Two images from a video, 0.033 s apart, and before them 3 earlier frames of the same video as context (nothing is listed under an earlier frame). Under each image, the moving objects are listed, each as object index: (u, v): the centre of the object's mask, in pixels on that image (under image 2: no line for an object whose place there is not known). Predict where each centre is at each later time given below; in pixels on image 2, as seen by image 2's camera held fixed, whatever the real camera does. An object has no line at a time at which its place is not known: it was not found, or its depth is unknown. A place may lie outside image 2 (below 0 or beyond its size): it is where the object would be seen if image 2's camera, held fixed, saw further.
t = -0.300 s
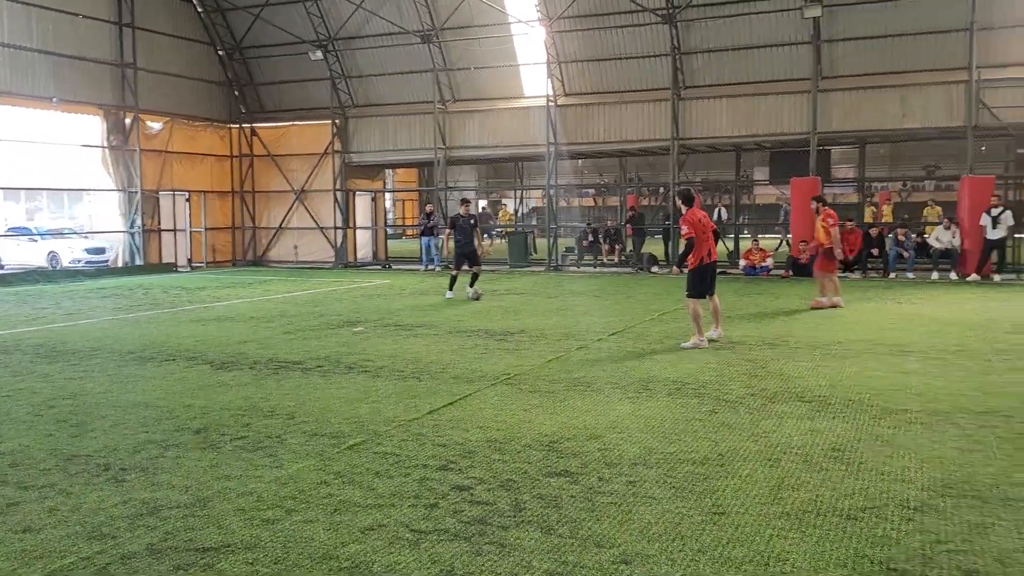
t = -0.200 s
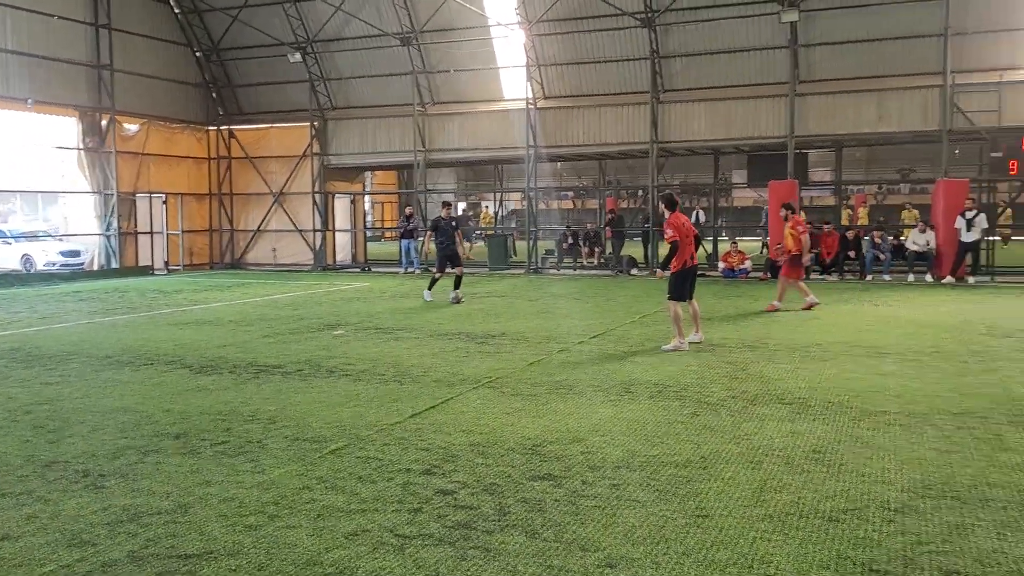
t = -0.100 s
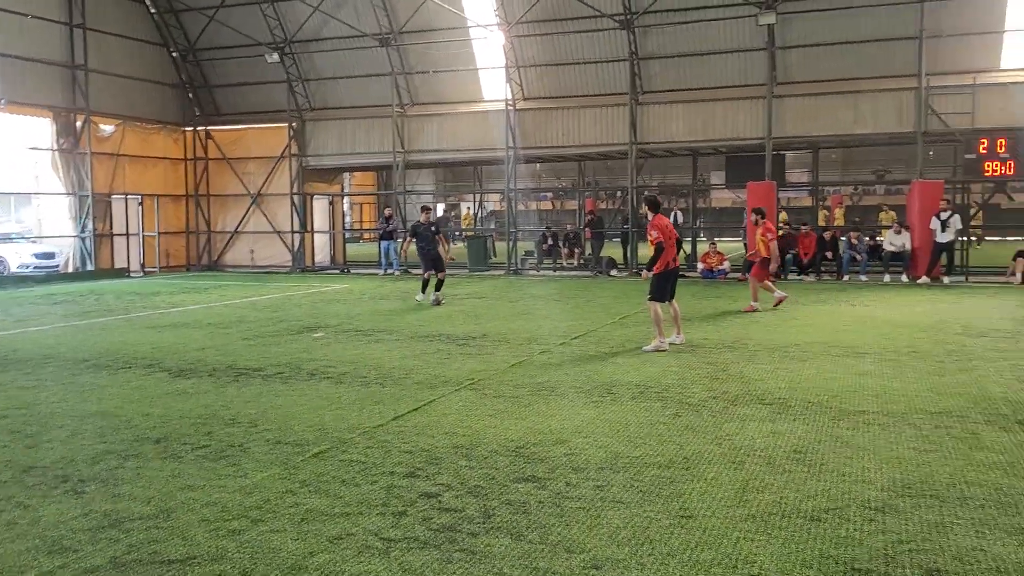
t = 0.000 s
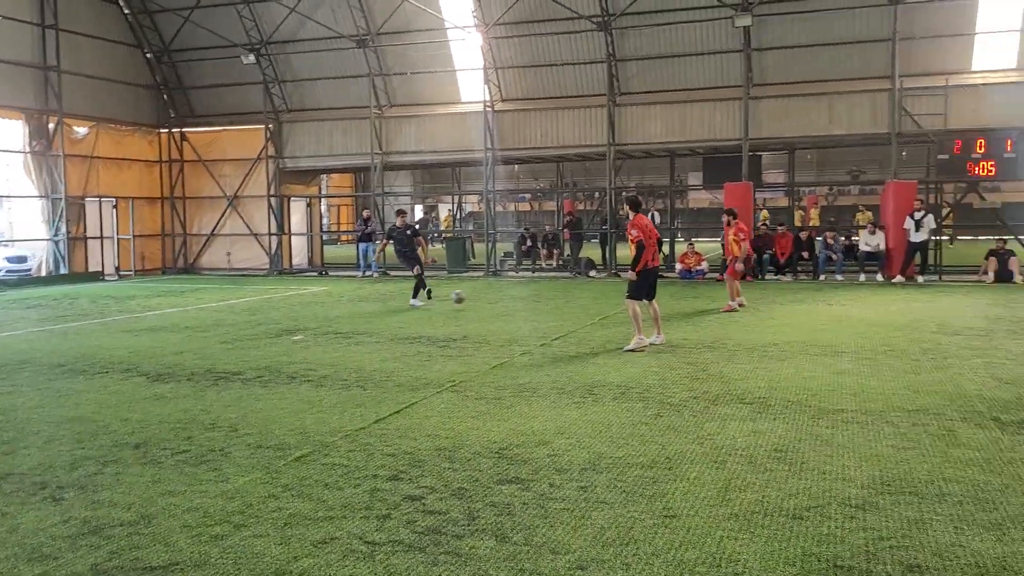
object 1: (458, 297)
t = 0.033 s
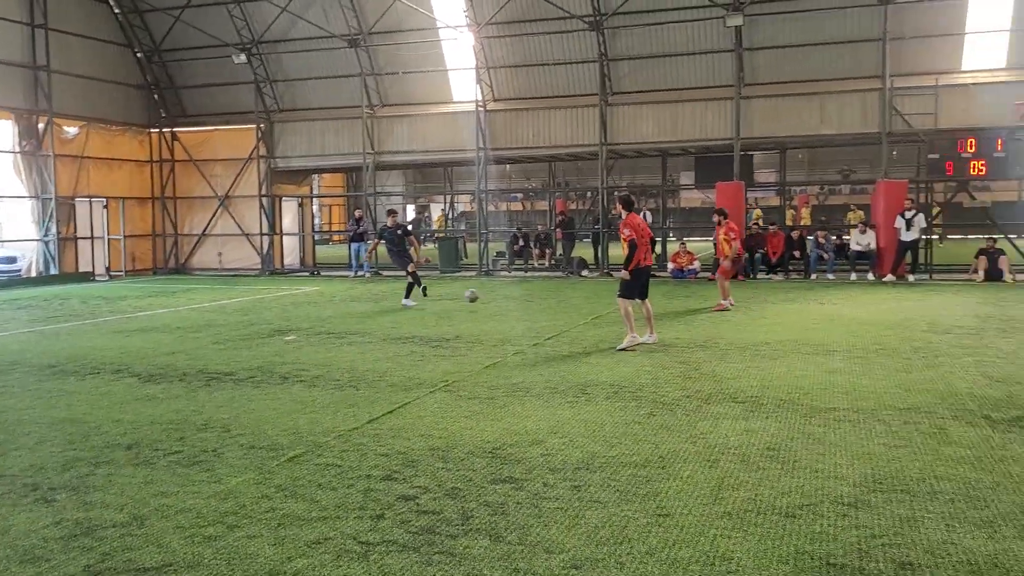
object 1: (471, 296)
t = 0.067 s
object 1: (493, 295)
